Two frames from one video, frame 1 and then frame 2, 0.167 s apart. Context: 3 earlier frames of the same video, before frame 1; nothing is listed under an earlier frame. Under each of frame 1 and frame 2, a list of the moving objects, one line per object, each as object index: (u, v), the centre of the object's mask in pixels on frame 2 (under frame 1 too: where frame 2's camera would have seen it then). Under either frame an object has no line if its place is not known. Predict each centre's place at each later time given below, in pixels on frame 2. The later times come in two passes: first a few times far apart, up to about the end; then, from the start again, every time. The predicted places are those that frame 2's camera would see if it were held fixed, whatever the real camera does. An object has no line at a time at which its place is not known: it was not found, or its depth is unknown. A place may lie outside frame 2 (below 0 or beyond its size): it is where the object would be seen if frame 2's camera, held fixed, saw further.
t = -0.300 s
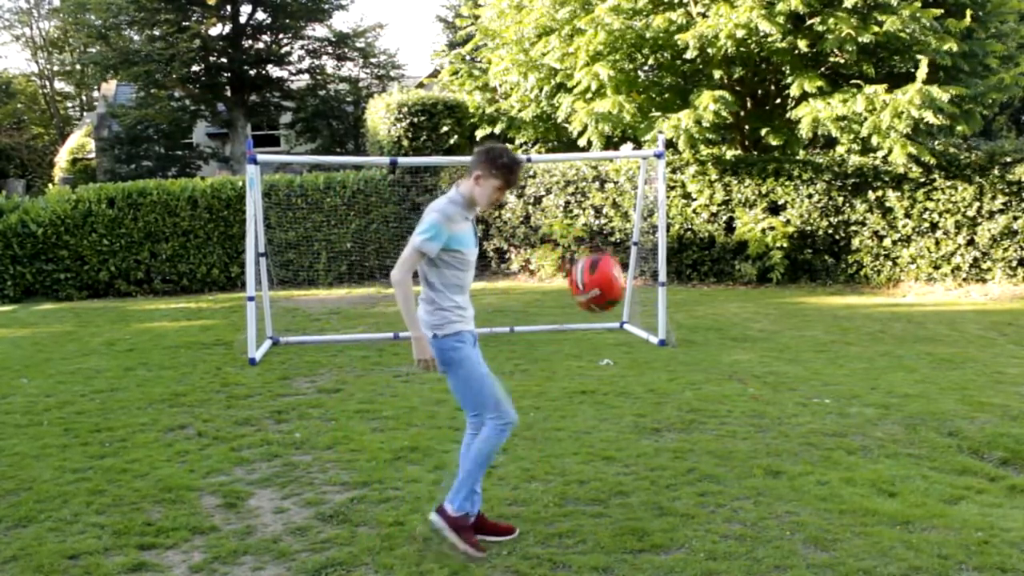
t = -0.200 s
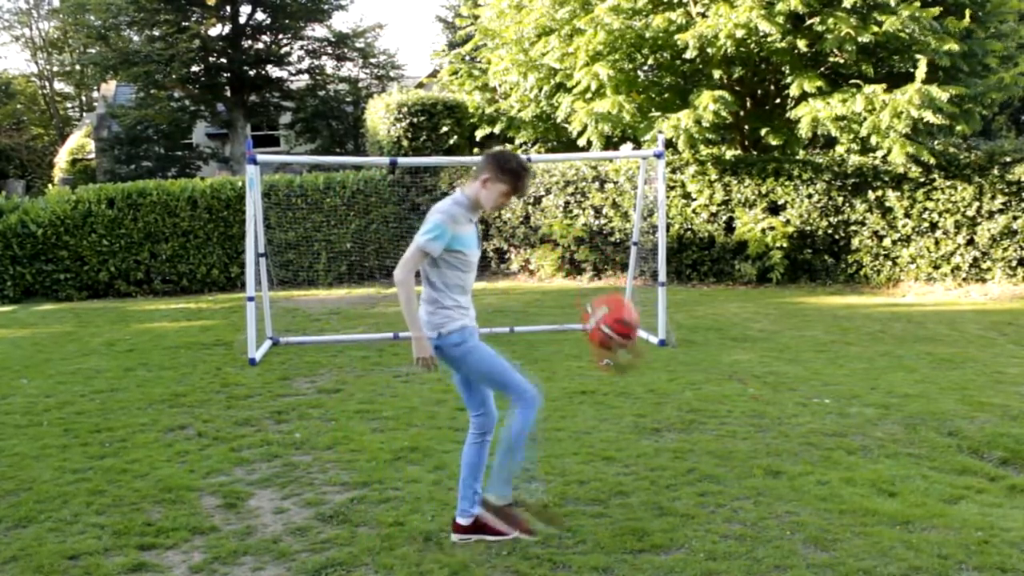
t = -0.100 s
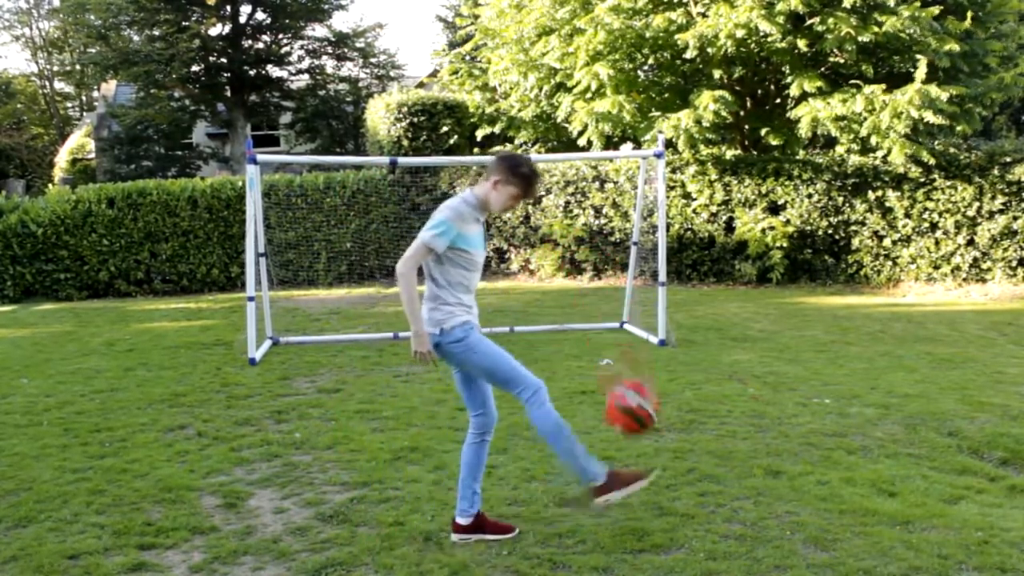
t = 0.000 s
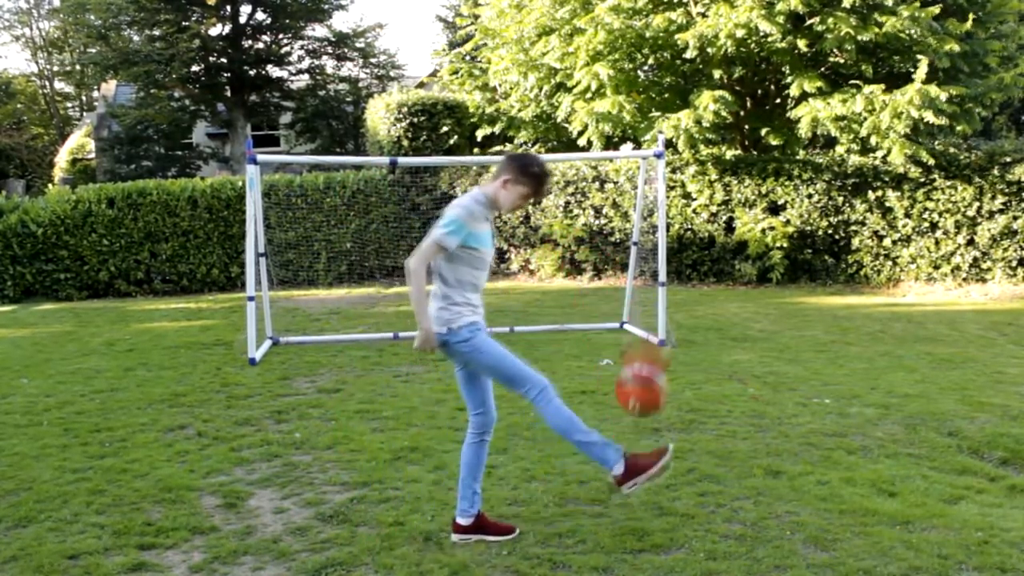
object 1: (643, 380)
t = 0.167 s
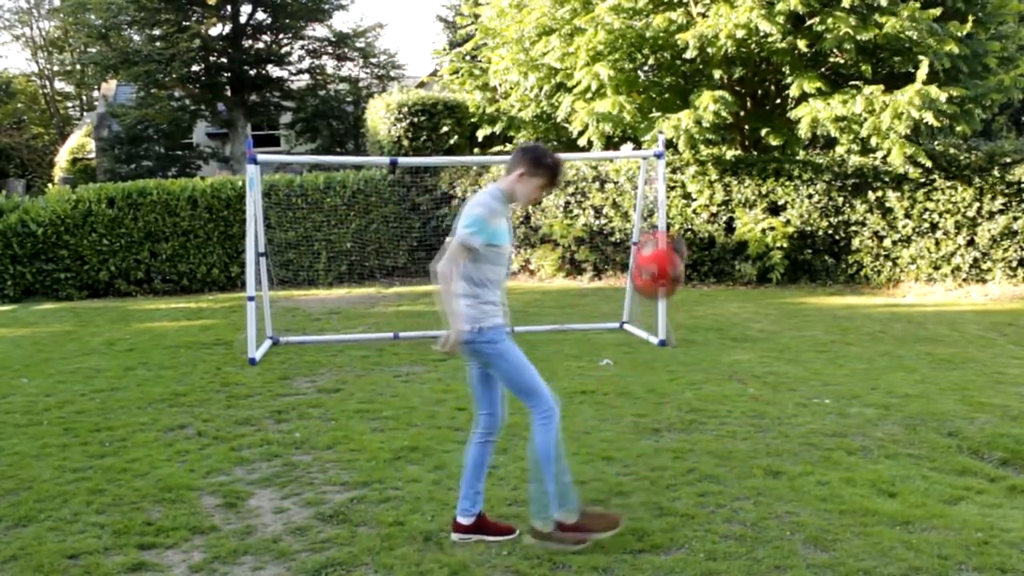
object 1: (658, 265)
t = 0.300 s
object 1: (669, 219)
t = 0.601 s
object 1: (697, 275)
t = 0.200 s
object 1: (660, 253)
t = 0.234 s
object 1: (664, 237)
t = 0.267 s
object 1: (666, 226)
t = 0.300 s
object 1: (669, 219)
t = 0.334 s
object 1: (671, 216)
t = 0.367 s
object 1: (673, 215)
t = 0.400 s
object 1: (675, 214)
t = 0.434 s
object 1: (678, 217)
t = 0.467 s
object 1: (681, 223)
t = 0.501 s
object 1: (686, 234)
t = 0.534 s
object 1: (690, 247)
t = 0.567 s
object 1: (693, 255)
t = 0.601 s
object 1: (697, 275)
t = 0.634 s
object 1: (699, 286)
